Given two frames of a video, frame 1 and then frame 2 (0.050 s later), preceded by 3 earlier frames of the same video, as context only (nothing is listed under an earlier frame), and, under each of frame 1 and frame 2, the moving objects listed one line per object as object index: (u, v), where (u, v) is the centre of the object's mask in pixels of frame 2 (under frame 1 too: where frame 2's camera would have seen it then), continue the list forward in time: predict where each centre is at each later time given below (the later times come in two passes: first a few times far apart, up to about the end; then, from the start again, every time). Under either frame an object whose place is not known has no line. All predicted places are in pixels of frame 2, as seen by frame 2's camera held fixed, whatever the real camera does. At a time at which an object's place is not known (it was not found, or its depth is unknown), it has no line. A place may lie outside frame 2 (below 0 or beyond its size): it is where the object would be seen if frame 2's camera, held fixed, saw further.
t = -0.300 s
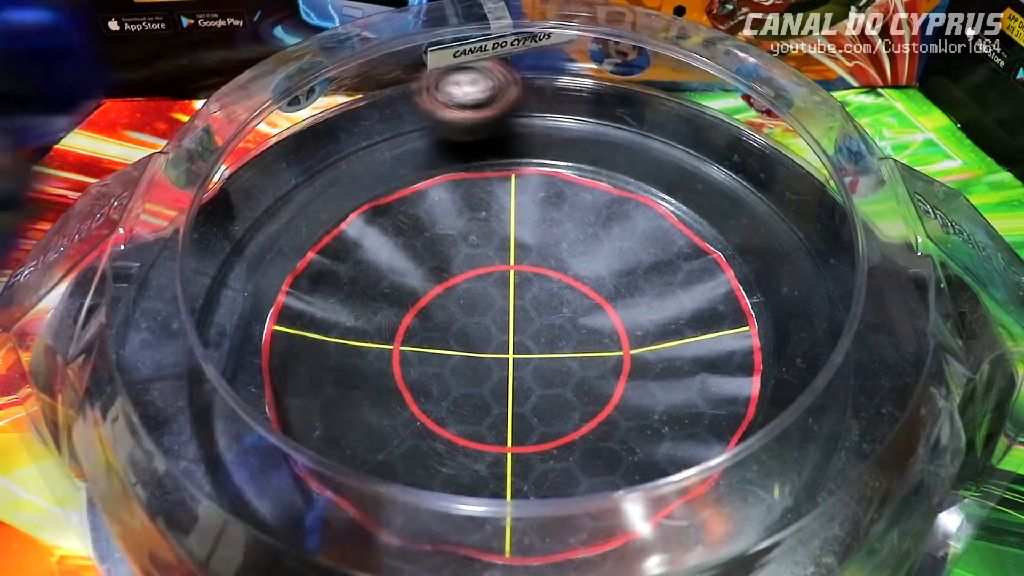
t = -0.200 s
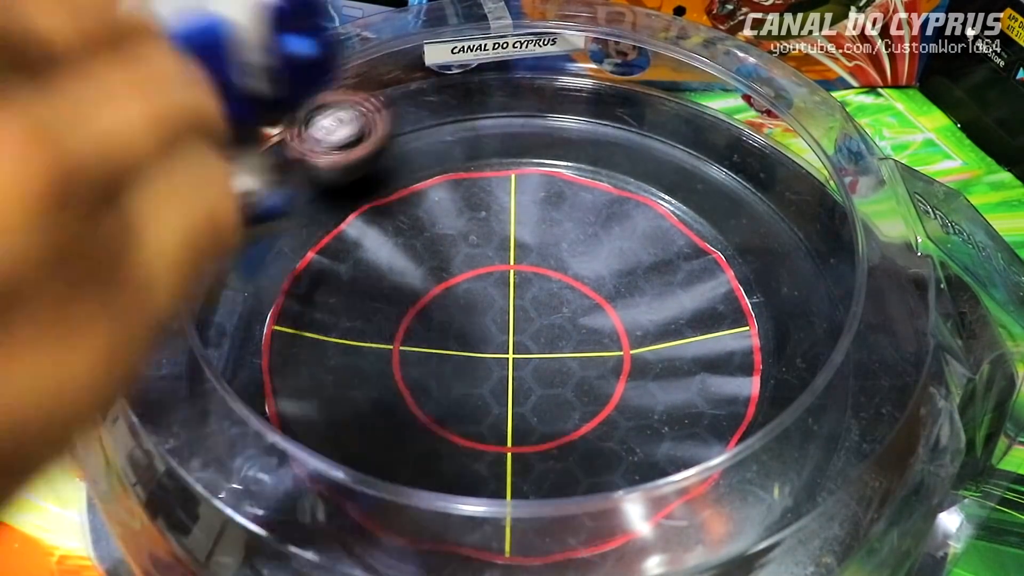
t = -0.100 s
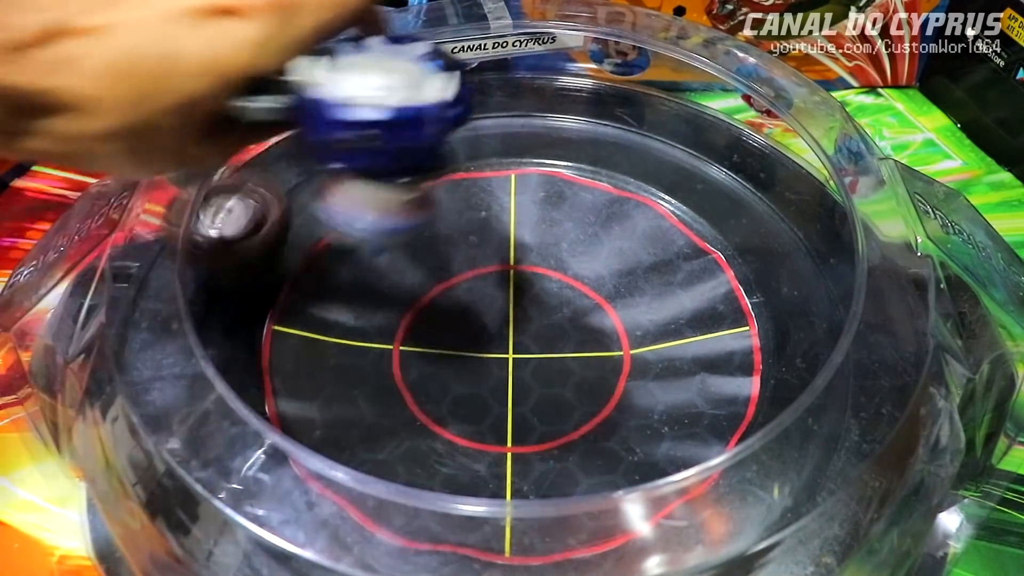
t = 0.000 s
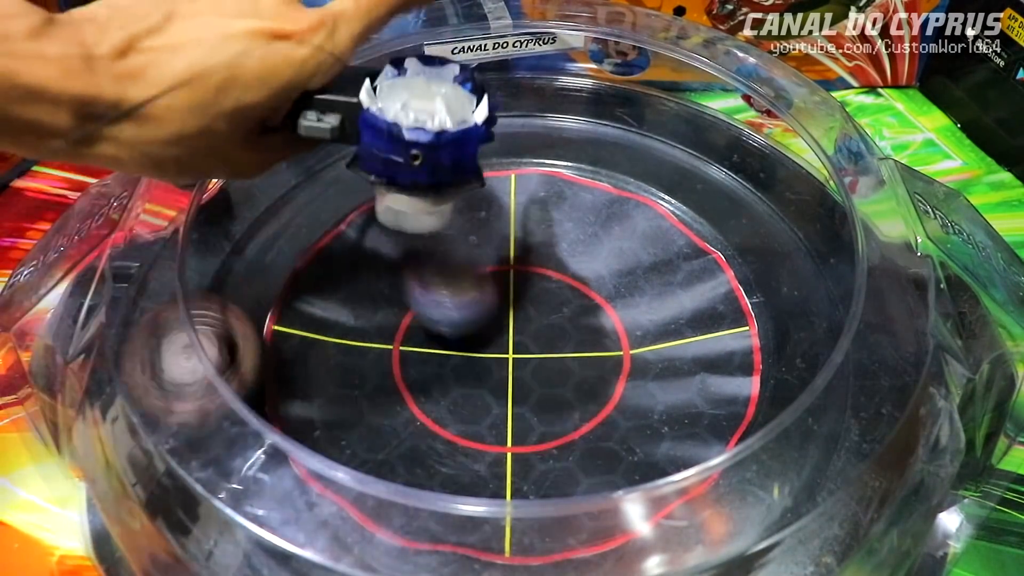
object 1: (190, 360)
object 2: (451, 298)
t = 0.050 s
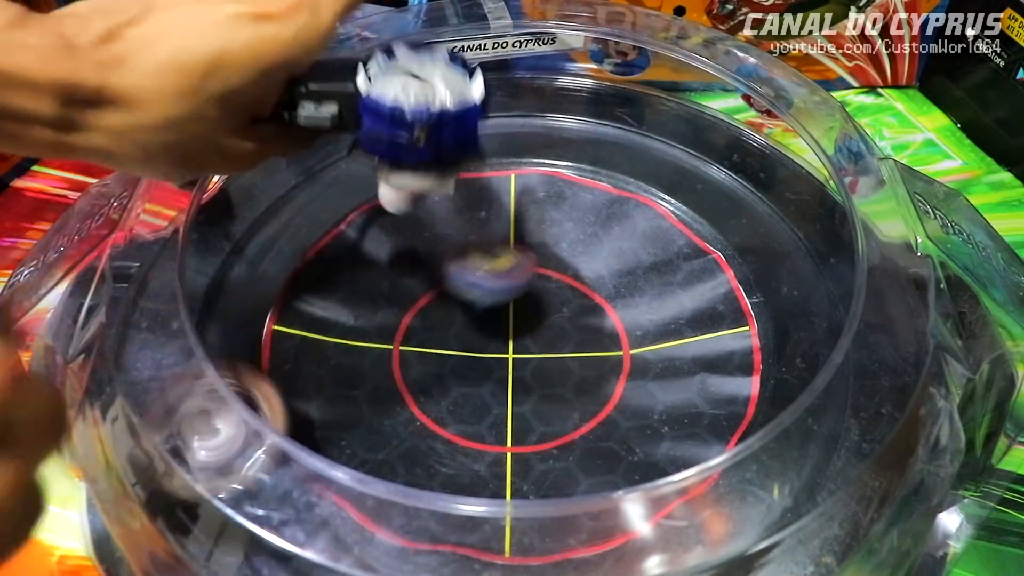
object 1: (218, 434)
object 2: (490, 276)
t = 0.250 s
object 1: (496, 549)
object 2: (613, 269)
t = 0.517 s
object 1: (824, 448)
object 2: (534, 306)
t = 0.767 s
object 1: (806, 234)
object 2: (332, 258)
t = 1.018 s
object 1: (677, 125)
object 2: (228, 259)
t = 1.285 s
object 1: (552, 101)
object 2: (267, 193)
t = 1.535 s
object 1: (482, 136)
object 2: (275, 188)
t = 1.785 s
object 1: (418, 380)
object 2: (333, 147)
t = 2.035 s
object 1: (701, 474)
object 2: (401, 120)
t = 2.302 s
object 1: (843, 347)
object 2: (486, 101)
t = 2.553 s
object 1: (768, 230)
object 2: (535, 98)
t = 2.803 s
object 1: (591, 203)
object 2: (612, 110)
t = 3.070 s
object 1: (294, 354)
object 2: (707, 140)
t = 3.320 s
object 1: (399, 544)
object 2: (740, 164)
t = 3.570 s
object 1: (638, 519)
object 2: (790, 211)
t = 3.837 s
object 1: (725, 390)
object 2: (819, 271)
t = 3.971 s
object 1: (677, 284)
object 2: (841, 313)
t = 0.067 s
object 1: (227, 459)
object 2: (505, 266)
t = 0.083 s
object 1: (240, 483)
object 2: (518, 261)
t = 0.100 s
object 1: (258, 499)
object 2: (531, 260)
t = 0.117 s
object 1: (276, 513)
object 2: (542, 263)
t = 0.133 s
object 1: (303, 525)
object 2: (559, 271)
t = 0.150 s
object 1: (326, 531)
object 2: (571, 282)
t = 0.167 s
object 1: (355, 537)
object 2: (583, 285)
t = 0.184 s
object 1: (381, 540)
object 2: (589, 276)
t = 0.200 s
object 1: (412, 543)
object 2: (595, 268)
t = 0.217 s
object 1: (437, 547)
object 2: (602, 265)
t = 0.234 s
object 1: (466, 549)
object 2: (608, 266)
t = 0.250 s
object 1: (496, 549)
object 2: (613, 269)
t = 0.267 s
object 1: (523, 550)
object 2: (619, 278)
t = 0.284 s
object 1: (551, 550)
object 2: (624, 286)
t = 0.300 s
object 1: (573, 549)
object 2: (624, 285)
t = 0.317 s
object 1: (604, 545)
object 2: (623, 283)
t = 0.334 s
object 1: (638, 541)
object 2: (621, 284)
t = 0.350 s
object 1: (656, 539)
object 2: (619, 287)
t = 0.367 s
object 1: (676, 536)
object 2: (616, 294)
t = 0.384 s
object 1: (699, 532)
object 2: (610, 293)
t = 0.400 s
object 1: (728, 528)
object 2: (604, 294)
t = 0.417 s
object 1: (741, 523)
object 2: (596, 297)
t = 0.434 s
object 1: (760, 514)
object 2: (588, 302)
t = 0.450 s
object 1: (773, 505)
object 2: (578, 300)
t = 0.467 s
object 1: (792, 492)
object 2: (568, 301)
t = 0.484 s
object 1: (802, 477)
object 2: (557, 306)
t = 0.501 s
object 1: (813, 463)
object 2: (548, 305)
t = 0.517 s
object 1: (824, 448)
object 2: (534, 306)
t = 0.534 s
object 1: (833, 433)
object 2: (523, 304)
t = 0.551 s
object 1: (838, 418)
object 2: (511, 302)
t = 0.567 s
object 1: (842, 402)
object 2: (499, 298)
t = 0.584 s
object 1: (845, 387)
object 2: (485, 293)
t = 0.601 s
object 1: (848, 373)
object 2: (471, 288)
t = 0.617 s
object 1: (849, 357)
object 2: (459, 283)
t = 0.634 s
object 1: (850, 341)
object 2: (444, 278)
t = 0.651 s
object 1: (850, 326)
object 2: (429, 274)
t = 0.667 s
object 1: (848, 311)
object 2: (415, 270)
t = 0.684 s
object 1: (844, 296)
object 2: (402, 267)
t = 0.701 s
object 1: (839, 283)
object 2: (388, 263)
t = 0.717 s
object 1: (833, 269)
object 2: (374, 261)
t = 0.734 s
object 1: (814, 258)
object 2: (360, 260)
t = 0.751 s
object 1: (822, 245)
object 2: (347, 258)
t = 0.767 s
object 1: (806, 234)
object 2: (332, 258)
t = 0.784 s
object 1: (801, 223)
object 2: (319, 259)
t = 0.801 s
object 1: (796, 214)
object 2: (306, 259)
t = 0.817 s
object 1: (790, 204)
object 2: (295, 260)
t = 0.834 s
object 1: (782, 194)
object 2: (286, 263)
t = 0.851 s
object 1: (774, 186)
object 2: (278, 267)
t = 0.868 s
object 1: (765, 177)
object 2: (272, 272)
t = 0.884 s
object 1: (755, 168)
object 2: (265, 275)
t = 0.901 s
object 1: (746, 162)
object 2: (259, 278)
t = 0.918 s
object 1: (735, 155)
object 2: (253, 279)
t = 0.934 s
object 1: (726, 150)
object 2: (248, 279)
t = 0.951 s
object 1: (717, 144)
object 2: (242, 278)
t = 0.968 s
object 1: (706, 138)
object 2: (238, 275)
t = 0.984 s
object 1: (695, 133)
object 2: (235, 272)
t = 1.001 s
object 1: (686, 129)
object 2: (232, 266)
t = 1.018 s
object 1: (677, 125)
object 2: (228, 259)
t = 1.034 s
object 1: (667, 122)
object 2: (225, 252)
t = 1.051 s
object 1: (658, 119)
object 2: (224, 244)
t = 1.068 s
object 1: (649, 115)
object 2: (225, 238)
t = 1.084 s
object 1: (639, 112)
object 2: (230, 234)
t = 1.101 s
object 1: (631, 109)
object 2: (236, 232)
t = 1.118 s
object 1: (623, 107)
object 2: (240, 229)
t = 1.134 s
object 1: (616, 105)
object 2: (244, 225)
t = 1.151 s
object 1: (608, 104)
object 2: (247, 220)
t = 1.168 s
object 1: (600, 103)
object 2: (250, 215)
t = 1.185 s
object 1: (594, 102)
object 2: (253, 208)
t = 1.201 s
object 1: (586, 101)
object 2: (255, 202)
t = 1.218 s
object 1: (579, 100)
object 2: (257, 197)
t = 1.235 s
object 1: (572, 100)
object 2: (260, 194)
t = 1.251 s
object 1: (566, 100)
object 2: (263, 193)
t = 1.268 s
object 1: (559, 100)
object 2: (266, 193)
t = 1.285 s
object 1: (552, 101)
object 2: (267, 193)
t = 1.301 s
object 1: (546, 102)
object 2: (268, 193)
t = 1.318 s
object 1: (540, 103)
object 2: (269, 192)
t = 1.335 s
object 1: (535, 104)
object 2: (270, 191)
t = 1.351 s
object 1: (530, 105)
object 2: (272, 189)
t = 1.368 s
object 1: (524, 107)
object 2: (273, 187)
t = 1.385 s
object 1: (520, 109)
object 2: (273, 185)
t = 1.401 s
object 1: (515, 110)
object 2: (274, 184)
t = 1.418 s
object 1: (510, 113)
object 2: (274, 184)
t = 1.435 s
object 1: (506, 115)
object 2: (273, 186)
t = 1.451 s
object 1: (501, 117)
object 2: (273, 187)
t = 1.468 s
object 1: (498, 120)
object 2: (272, 189)
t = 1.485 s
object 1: (494, 123)
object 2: (272, 190)
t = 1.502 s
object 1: (490, 126)
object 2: (272, 190)
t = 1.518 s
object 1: (486, 130)
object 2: (273, 190)
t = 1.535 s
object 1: (482, 136)
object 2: (275, 188)
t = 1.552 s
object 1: (478, 143)
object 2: (277, 186)
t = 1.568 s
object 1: (473, 151)
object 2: (283, 181)
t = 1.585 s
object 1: (468, 161)
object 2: (289, 177)
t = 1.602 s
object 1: (463, 173)
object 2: (295, 172)
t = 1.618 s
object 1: (456, 187)
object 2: (301, 166)
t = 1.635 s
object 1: (450, 201)
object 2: (306, 160)
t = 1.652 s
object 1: (443, 217)
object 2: (312, 155)
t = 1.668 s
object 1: (436, 237)
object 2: (317, 151)
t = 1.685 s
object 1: (429, 254)
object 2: (321, 149)
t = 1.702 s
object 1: (422, 272)
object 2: (324, 149)
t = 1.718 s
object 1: (416, 292)
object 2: (326, 149)
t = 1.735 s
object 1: (413, 315)
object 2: (327, 149)
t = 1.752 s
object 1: (412, 335)
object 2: (328, 149)
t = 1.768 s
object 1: (413, 356)
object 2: (330, 148)
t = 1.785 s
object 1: (418, 380)
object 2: (333, 147)
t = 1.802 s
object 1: (425, 398)
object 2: (338, 145)
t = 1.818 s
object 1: (435, 418)
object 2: (342, 142)
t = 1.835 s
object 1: (448, 432)
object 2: (349, 138)
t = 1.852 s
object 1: (464, 443)
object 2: (356, 134)
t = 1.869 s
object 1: (481, 452)
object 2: (364, 130)
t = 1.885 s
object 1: (501, 482)
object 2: (371, 126)
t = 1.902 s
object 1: (522, 492)
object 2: (378, 121)
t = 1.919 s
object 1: (547, 499)
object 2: (384, 118)
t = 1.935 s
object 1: (570, 504)
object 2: (388, 116)
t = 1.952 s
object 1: (593, 504)
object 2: (391, 115)
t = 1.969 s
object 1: (622, 505)
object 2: (393, 115)
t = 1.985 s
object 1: (641, 500)
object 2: (395, 118)
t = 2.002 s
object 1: (661, 494)
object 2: (396, 119)
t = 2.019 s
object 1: (680, 486)
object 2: (398, 120)
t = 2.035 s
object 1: (701, 474)
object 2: (401, 120)
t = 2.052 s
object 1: (719, 471)
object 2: (405, 120)
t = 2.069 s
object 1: (733, 468)
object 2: (410, 119)
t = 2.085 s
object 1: (750, 463)
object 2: (415, 117)
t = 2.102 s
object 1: (767, 449)
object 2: (423, 114)
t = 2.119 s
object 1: (781, 443)
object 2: (430, 111)
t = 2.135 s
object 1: (794, 436)
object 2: (439, 108)
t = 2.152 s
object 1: (805, 429)
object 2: (448, 104)
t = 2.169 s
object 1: (817, 421)
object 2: (457, 101)
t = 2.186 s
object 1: (827, 416)
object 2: (464, 98)
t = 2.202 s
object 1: (836, 409)
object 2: (469, 97)
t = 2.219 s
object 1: (845, 400)
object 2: (473, 97)
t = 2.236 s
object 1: (848, 391)
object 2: (476, 99)
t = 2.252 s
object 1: (850, 382)
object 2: (478, 100)
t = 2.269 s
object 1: (850, 372)
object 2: (480, 101)
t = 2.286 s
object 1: (846, 359)
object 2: (483, 101)
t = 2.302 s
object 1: (843, 347)
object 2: (486, 101)
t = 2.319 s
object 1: (839, 337)
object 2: (491, 101)
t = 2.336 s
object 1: (834, 326)
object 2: (498, 100)
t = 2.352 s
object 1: (830, 315)
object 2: (505, 99)
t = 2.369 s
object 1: (823, 305)
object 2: (514, 97)
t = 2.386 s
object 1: (808, 295)
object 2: (522, 96)
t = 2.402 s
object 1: (807, 288)
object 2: (530, 94)
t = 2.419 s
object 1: (806, 280)
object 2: (535, 93)
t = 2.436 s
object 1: (802, 274)
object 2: (539, 93)
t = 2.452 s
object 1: (798, 266)
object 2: (541, 93)
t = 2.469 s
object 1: (795, 259)
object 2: (542, 93)
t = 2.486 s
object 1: (790, 252)
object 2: (542, 96)
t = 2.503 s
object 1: (785, 246)
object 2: (541, 96)
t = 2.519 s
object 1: (780, 240)
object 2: (538, 97)
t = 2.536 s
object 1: (773, 235)
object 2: (536, 99)
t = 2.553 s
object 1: (768, 230)
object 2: (535, 98)
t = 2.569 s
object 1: (761, 224)
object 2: (536, 100)
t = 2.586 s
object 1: (754, 219)
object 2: (539, 100)
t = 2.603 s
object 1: (747, 215)
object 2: (543, 101)
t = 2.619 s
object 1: (740, 211)
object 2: (548, 101)
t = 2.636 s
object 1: (734, 207)
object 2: (555, 101)
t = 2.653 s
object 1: (725, 203)
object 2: (563, 101)
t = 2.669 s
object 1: (716, 201)
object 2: (572, 101)
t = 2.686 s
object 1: (705, 200)
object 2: (582, 101)
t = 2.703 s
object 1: (691, 198)
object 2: (590, 102)
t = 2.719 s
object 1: (677, 198)
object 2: (597, 103)
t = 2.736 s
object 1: (663, 197)
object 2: (601, 104)
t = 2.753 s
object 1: (647, 197)
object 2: (604, 107)
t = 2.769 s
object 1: (629, 198)
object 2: (605, 107)
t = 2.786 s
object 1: (611, 200)
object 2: (608, 110)
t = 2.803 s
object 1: (591, 203)
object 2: (612, 110)
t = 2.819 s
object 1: (571, 206)
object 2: (617, 111)
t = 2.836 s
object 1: (549, 210)
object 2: (623, 113)
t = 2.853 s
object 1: (526, 214)
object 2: (631, 114)
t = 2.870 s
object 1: (504, 217)
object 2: (640, 115)
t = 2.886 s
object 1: (478, 223)
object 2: (649, 117)
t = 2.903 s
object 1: (455, 230)
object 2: (655, 118)
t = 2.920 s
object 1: (433, 239)
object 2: (661, 120)
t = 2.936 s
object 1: (410, 247)
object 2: (664, 122)
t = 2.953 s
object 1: (390, 257)
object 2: (666, 124)
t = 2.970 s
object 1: (370, 268)
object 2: (668, 126)
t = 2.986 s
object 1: (352, 279)
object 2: (672, 128)
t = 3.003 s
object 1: (337, 294)
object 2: (677, 131)
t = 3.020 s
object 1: (323, 308)
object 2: (684, 133)
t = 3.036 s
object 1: (310, 321)
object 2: (691, 136)
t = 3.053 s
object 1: (302, 339)
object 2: (699, 138)
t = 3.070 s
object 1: (294, 354)
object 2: (707, 140)
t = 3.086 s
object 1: (293, 368)
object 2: (710, 142)
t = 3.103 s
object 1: (295, 378)
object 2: (712, 144)
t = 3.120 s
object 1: (298, 388)
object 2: (713, 145)
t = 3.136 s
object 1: (305, 400)
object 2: (712, 146)
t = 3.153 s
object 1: (315, 411)
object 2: (712, 146)
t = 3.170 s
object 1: (304, 449)
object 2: (711, 147)
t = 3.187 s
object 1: (312, 469)
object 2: (711, 147)
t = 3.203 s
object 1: (323, 484)
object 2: (712, 148)
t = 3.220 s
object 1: (333, 502)
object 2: (716, 152)
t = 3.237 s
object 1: (341, 514)
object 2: (720, 153)
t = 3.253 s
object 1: (353, 524)
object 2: (727, 156)
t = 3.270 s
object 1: (362, 531)
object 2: (733, 159)
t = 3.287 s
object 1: (373, 539)
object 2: (737, 161)
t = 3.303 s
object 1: (385, 542)
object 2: (739, 163)
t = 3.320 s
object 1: (399, 544)
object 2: (740, 164)
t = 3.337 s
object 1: (415, 546)
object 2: (741, 165)
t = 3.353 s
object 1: (433, 548)
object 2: (743, 167)
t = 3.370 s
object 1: (451, 548)
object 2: (746, 170)
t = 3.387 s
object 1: (472, 549)
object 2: (751, 173)
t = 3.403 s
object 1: (491, 548)
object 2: (756, 177)
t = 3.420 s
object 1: (511, 548)
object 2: (762, 182)
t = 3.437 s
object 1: (528, 548)
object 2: (768, 186)
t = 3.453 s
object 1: (546, 542)
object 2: (774, 191)
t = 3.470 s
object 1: (558, 538)
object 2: (777, 194)
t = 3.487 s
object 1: (566, 534)
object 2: (778, 196)
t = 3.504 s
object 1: (588, 532)
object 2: (779, 198)
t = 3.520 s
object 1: (600, 529)
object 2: (780, 200)
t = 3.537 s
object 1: (612, 526)
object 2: (782, 204)
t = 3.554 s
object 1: (628, 523)
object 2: (786, 207)
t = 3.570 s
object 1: (638, 519)
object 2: (790, 211)
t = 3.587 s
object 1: (648, 515)
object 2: (796, 216)
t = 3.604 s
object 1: (659, 510)
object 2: (801, 221)
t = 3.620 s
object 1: (668, 506)
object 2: (804, 225)
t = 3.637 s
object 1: (677, 501)
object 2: (806, 228)
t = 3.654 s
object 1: (685, 495)
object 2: (806, 231)
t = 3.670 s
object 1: (692, 489)
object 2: (806, 232)
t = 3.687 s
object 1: (705, 472)
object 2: (807, 234)
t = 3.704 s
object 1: (710, 465)
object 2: (807, 238)
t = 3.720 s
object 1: (715, 460)
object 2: (809, 241)
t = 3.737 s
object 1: (719, 457)
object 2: (812, 247)
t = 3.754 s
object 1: (723, 449)
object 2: (815, 252)
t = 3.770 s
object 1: (728, 429)
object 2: (818, 257)
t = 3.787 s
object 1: (729, 423)
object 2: (819, 262)
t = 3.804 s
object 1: (730, 408)
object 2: (819, 265)
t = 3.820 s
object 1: (728, 400)
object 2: (821, 267)
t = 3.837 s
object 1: (725, 390)
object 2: (819, 271)
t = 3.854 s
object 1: (724, 379)
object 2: (819, 274)
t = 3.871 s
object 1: (722, 368)
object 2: (820, 278)
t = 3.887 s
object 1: (716, 353)
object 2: (821, 284)
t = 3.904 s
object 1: (710, 340)
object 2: (832, 291)
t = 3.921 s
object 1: (704, 327)
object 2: (835, 298)
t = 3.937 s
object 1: (696, 313)
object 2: (839, 304)
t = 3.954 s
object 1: (688, 299)
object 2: (840, 309)
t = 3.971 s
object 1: (677, 284)
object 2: (841, 313)
